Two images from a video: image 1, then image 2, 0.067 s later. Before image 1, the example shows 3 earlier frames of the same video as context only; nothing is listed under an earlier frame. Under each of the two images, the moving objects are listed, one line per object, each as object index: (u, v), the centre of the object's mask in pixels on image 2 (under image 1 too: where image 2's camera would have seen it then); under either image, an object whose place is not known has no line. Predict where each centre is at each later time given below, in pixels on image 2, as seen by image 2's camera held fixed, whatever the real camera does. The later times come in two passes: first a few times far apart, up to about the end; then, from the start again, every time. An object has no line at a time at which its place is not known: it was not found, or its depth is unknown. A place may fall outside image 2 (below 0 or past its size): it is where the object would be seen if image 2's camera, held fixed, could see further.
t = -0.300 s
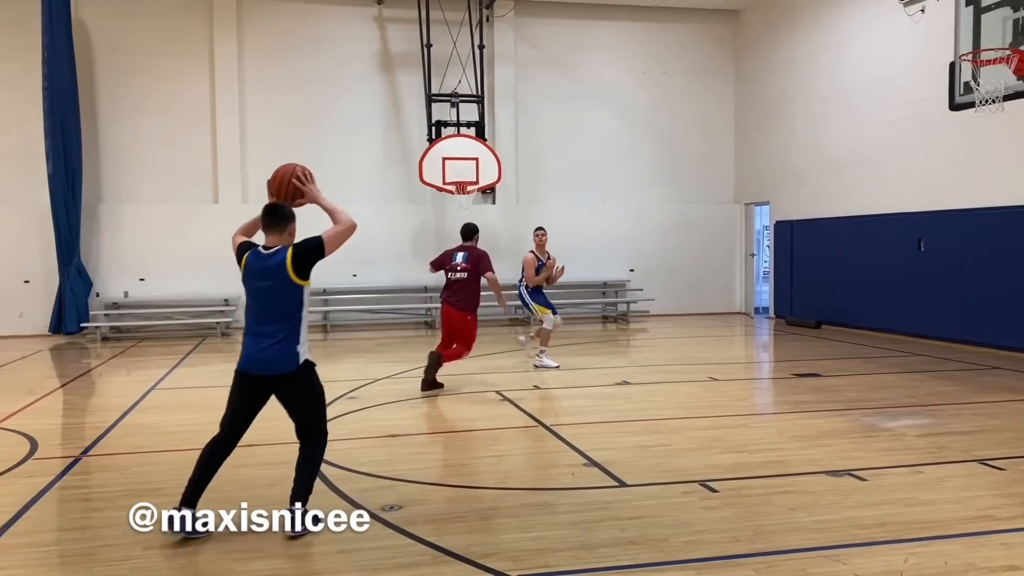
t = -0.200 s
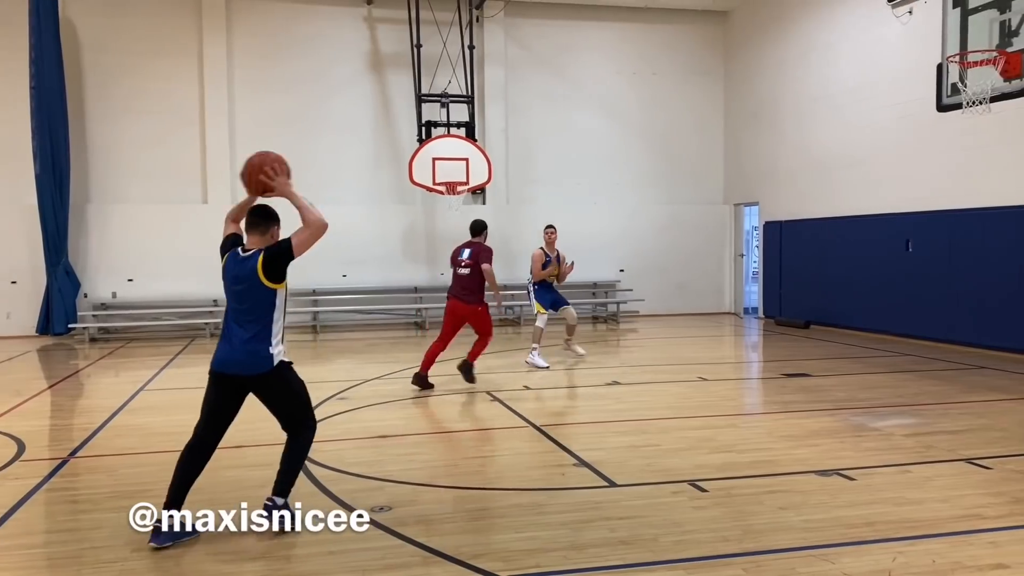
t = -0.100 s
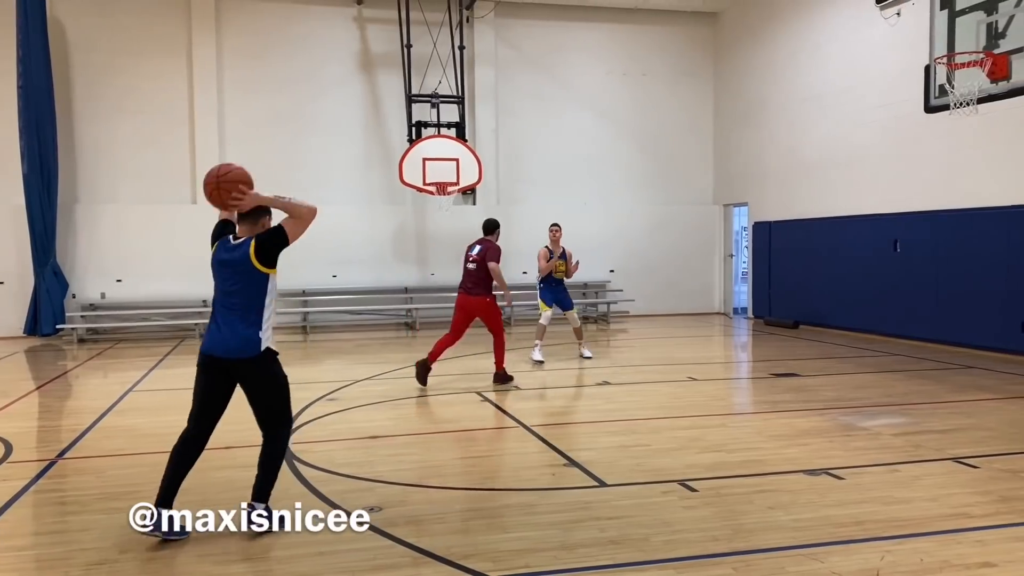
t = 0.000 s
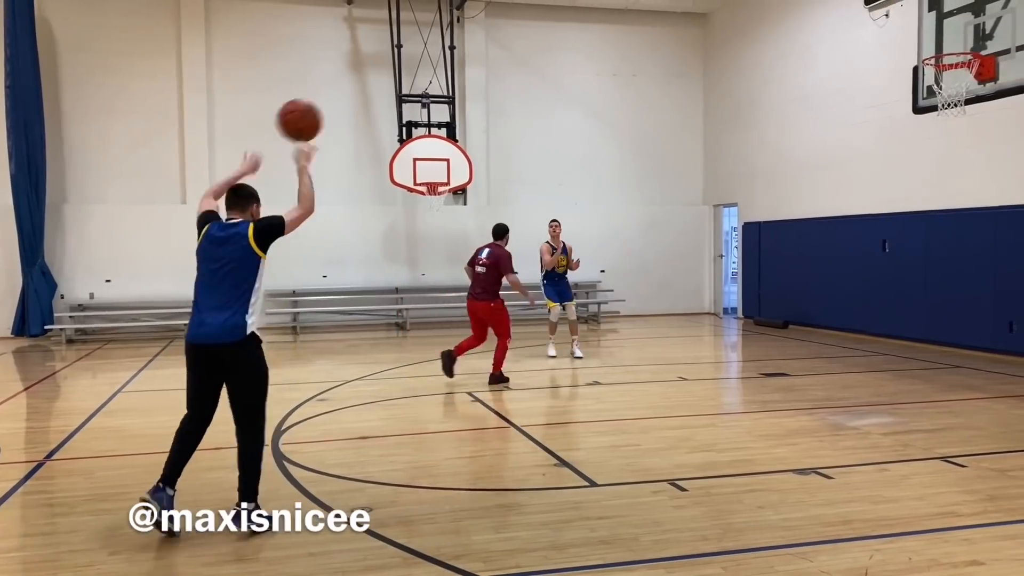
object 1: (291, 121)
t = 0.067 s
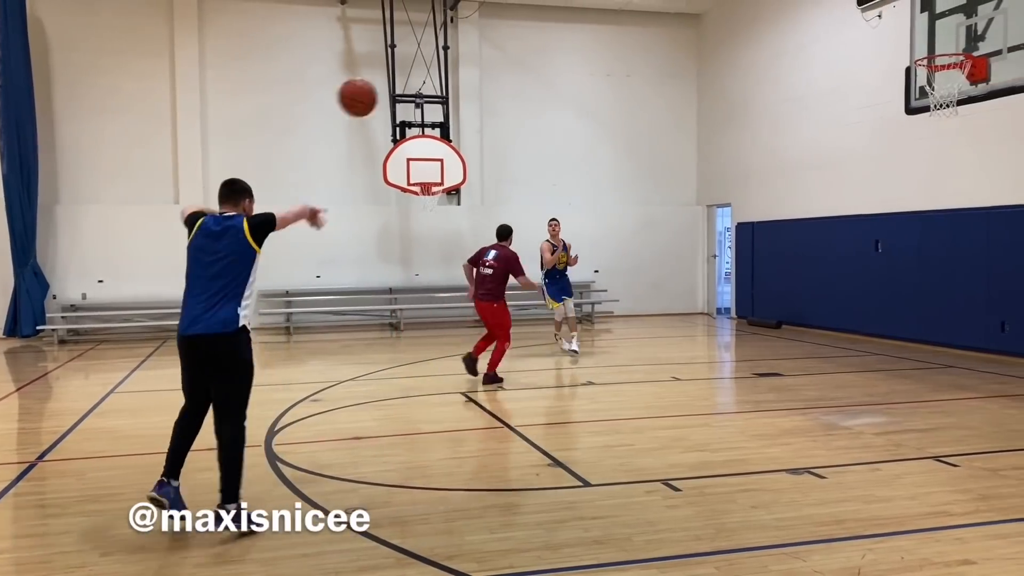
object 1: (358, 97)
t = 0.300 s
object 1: (497, 87)
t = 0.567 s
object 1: (574, 140)
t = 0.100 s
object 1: (385, 90)
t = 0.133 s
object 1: (408, 85)
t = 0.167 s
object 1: (430, 83)
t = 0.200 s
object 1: (449, 82)
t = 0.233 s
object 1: (466, 82)
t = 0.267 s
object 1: (482, 84)
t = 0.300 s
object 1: (497, 87)
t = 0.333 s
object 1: (510, 91)
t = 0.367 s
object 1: (522, 96)
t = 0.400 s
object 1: (532, 102)
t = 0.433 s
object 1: (542, 109)
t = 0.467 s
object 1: (550, 116)
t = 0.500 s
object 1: (559, 124)
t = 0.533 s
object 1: (567, 131)
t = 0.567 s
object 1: (574, 140)
